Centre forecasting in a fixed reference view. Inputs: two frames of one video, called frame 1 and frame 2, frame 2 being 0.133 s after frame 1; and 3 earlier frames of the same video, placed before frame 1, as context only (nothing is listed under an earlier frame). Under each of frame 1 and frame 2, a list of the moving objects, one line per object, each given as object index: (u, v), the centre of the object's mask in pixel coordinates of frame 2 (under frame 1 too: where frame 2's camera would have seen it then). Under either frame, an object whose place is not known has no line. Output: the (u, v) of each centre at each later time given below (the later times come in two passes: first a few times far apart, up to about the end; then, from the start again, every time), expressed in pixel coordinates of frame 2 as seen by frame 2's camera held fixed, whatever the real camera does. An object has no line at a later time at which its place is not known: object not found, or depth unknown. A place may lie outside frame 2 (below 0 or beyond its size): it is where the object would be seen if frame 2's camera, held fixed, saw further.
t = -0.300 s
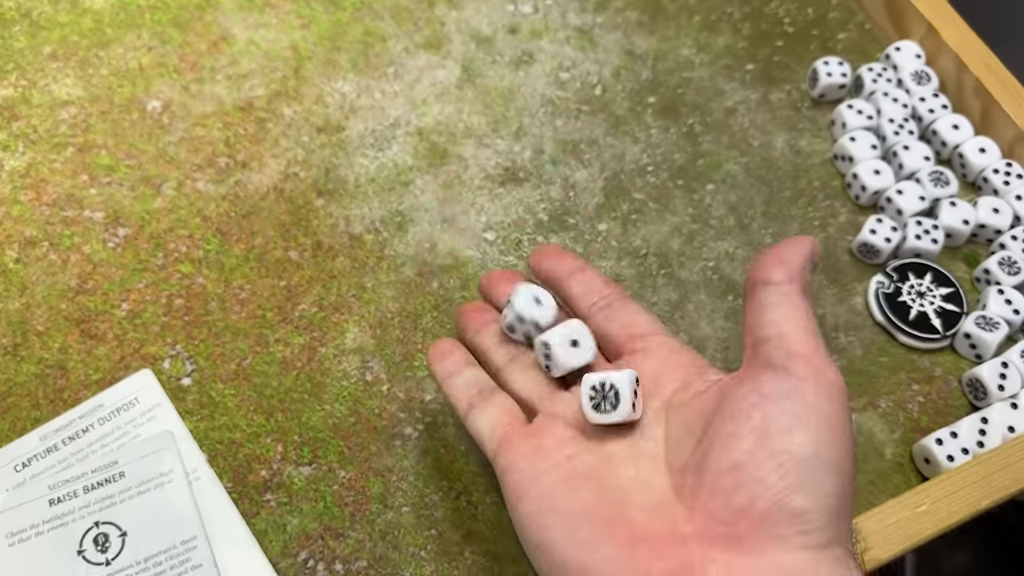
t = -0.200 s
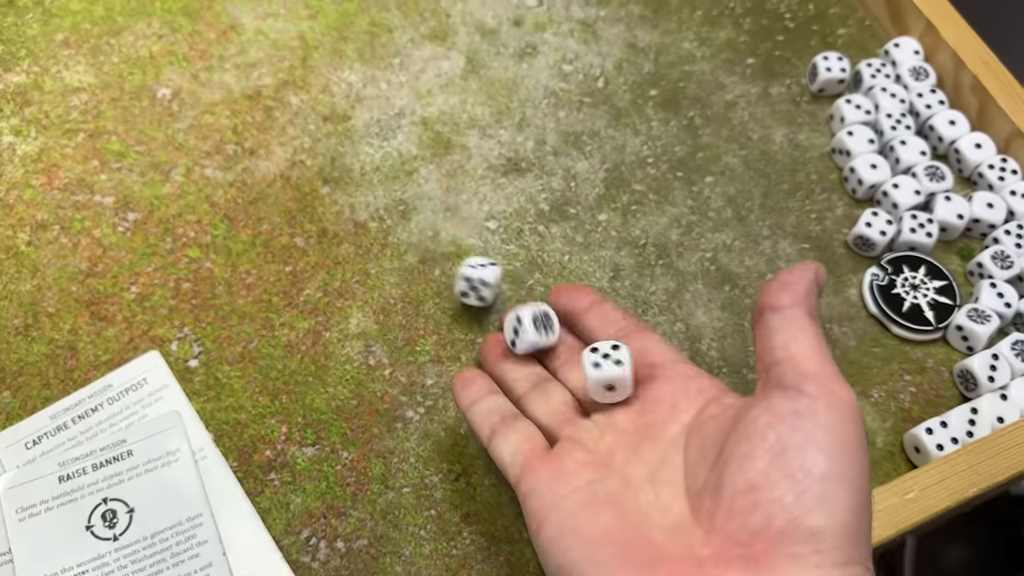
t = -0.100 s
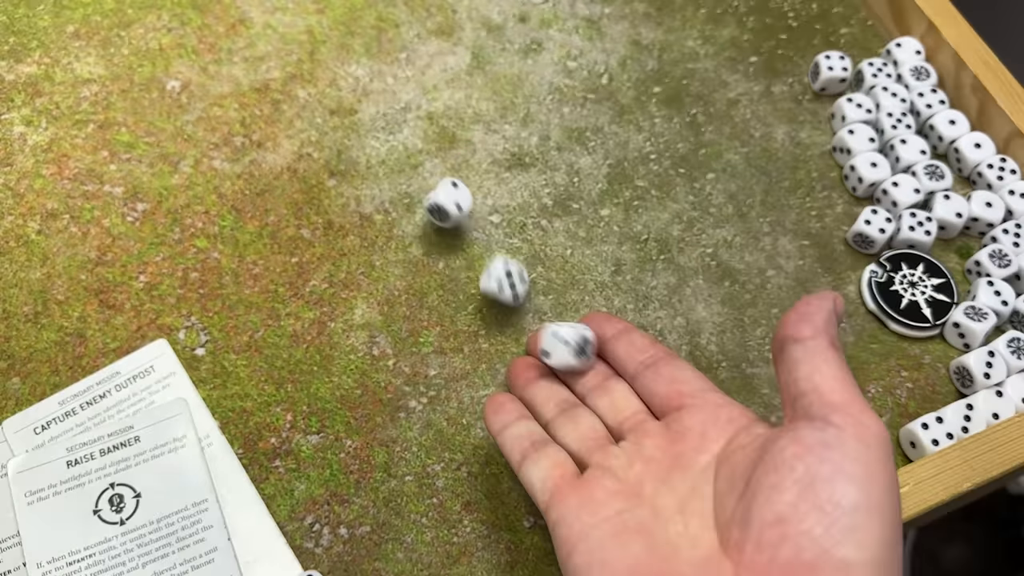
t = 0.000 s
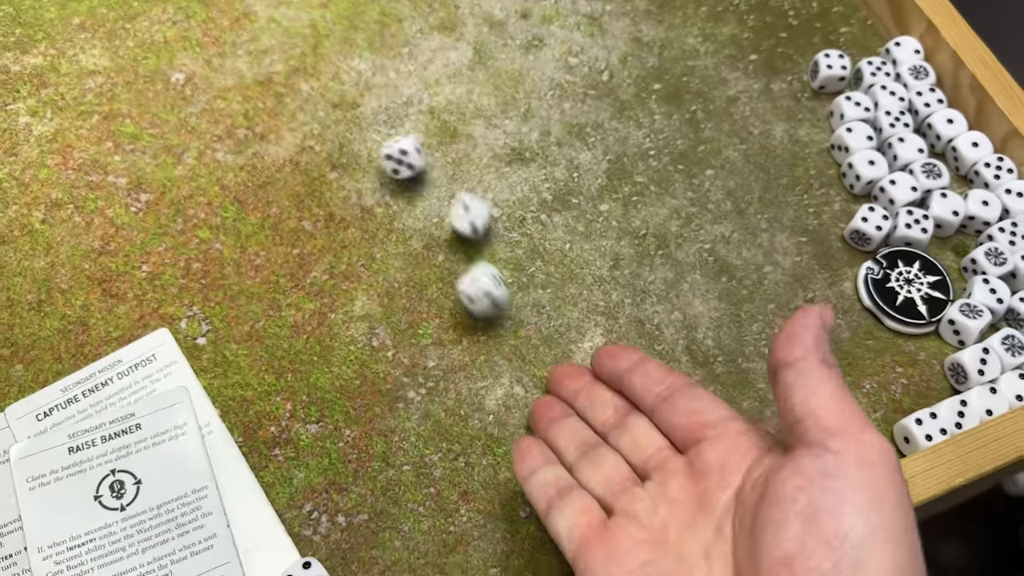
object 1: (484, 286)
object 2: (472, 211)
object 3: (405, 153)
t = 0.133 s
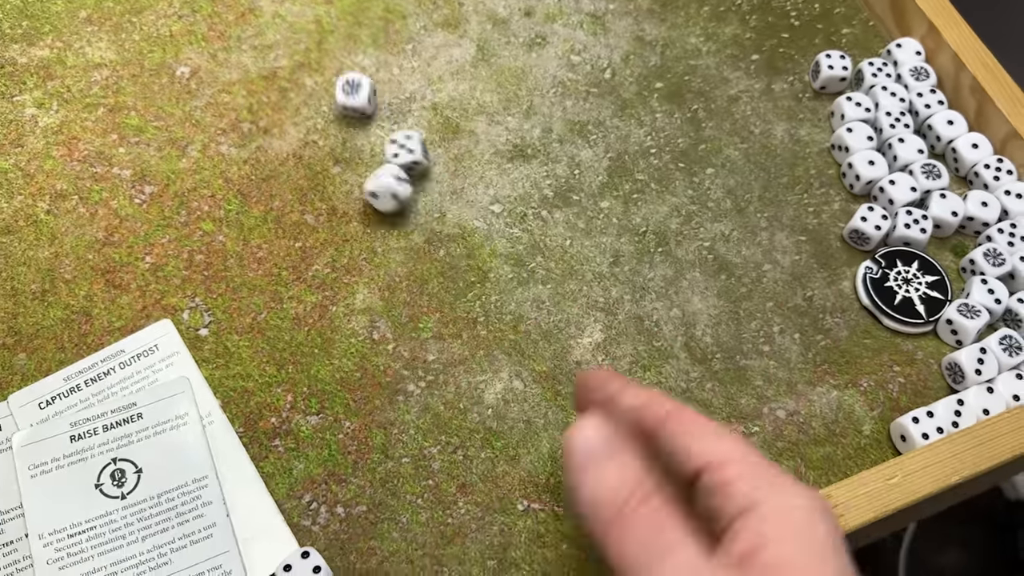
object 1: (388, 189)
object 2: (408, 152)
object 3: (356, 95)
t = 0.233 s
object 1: (320, 152)
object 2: (361, 109)
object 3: (349, 59)
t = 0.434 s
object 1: (244, 78)
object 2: (296, 29)
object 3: (349, 23)
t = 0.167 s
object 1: (364, 176)
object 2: (391, 137)
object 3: (353, 80)
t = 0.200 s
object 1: (337, 167)
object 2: (378, 122)
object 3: (351, 68)
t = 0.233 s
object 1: (320, 152)
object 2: (361, 109)
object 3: (349, 59)
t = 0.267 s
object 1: (304, 140)
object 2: (346, 97)
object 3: (349, 48)
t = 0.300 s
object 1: (292, 125)
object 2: (336, 82)
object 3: (352, 43)
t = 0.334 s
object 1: (279, 113)
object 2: (325, 70)
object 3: (355, 34)
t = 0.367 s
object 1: (263, 102)
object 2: (314, 54)
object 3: (356, 28)
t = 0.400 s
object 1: (252, 90)
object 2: (305, 41)
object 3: (354, 27)
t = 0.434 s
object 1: (244, 78)
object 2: (296, 29)
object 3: (349, 23)
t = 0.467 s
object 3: (346, 22)
